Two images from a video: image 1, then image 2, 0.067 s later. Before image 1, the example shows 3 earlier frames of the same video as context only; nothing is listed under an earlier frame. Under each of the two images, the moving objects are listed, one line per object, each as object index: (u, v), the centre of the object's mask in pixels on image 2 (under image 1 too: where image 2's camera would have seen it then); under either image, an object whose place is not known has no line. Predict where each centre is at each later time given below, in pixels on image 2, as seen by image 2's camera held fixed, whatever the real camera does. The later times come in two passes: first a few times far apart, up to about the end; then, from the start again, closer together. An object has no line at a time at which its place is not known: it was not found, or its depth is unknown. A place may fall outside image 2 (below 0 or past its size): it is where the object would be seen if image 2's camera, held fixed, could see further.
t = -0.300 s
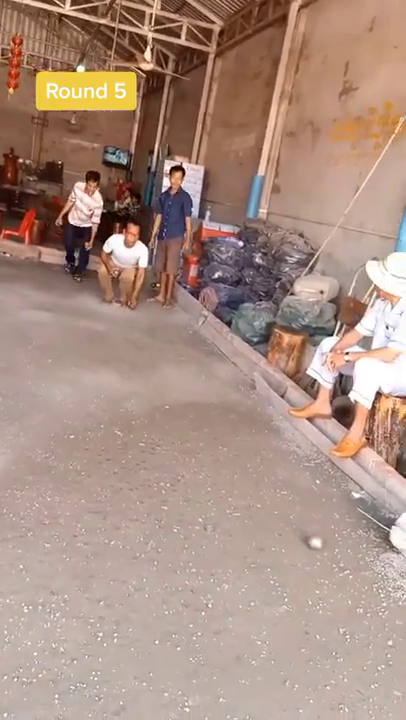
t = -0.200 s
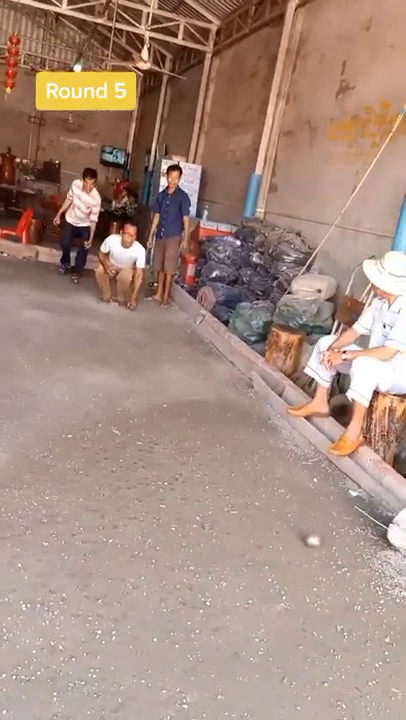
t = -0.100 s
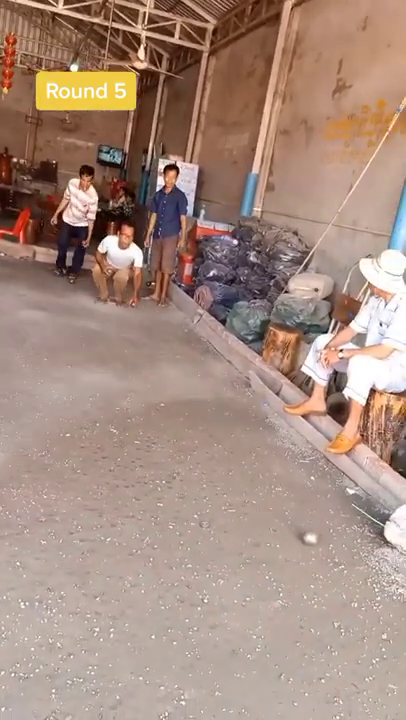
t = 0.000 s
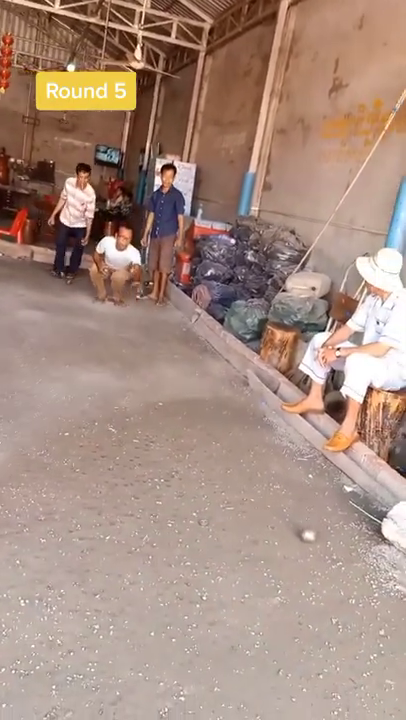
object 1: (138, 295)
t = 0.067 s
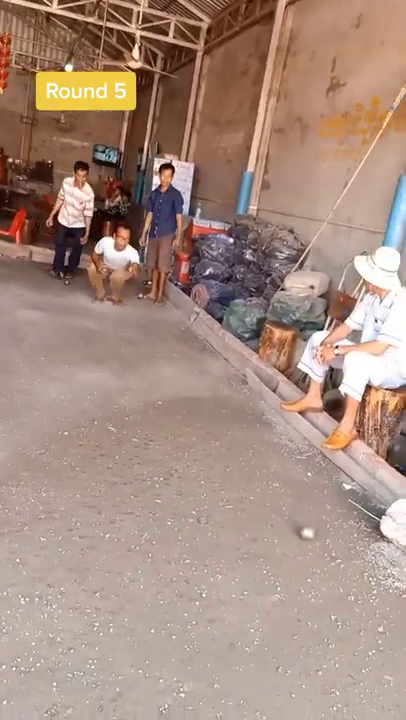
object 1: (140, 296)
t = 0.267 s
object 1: (148, 323)
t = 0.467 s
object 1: (152, 350)
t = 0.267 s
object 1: (148, 323)
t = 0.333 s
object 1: (150, 345)
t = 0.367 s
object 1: (151, 345)
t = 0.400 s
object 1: (151, 345)
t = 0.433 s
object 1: (152, 348)
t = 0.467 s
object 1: (152, 350)
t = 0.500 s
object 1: (152, 353)
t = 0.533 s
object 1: (153, 354)
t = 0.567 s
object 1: (153, 355)
